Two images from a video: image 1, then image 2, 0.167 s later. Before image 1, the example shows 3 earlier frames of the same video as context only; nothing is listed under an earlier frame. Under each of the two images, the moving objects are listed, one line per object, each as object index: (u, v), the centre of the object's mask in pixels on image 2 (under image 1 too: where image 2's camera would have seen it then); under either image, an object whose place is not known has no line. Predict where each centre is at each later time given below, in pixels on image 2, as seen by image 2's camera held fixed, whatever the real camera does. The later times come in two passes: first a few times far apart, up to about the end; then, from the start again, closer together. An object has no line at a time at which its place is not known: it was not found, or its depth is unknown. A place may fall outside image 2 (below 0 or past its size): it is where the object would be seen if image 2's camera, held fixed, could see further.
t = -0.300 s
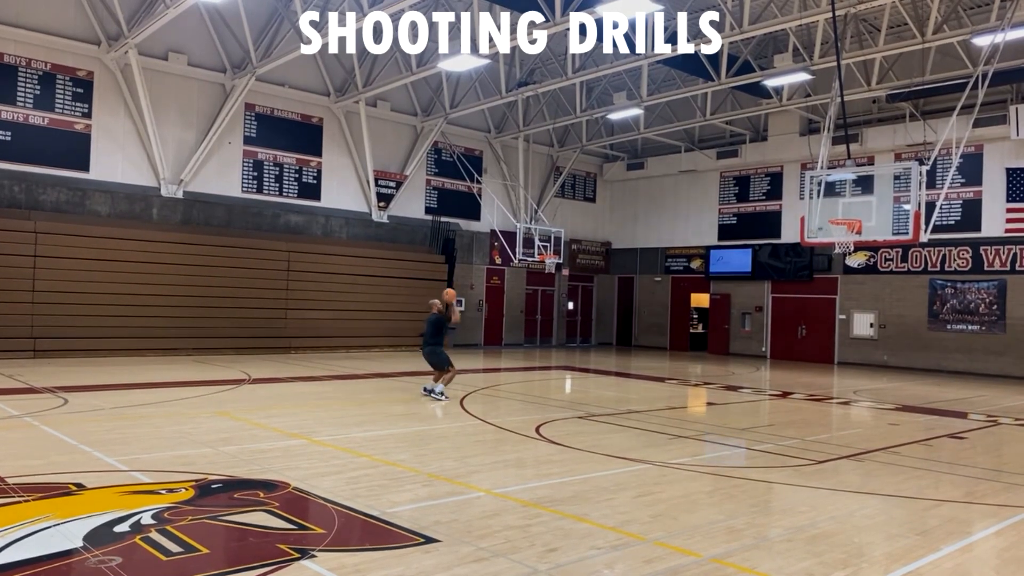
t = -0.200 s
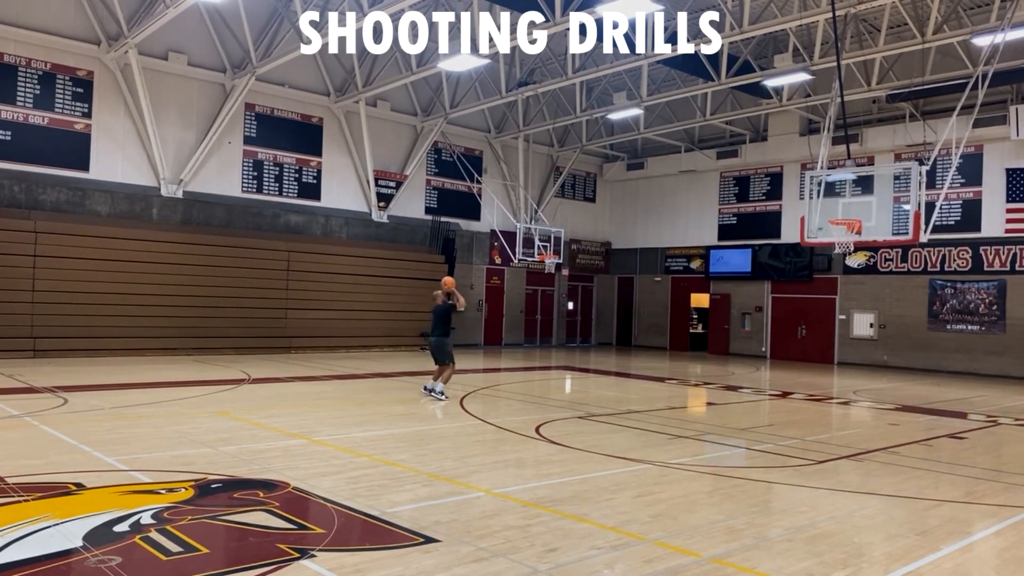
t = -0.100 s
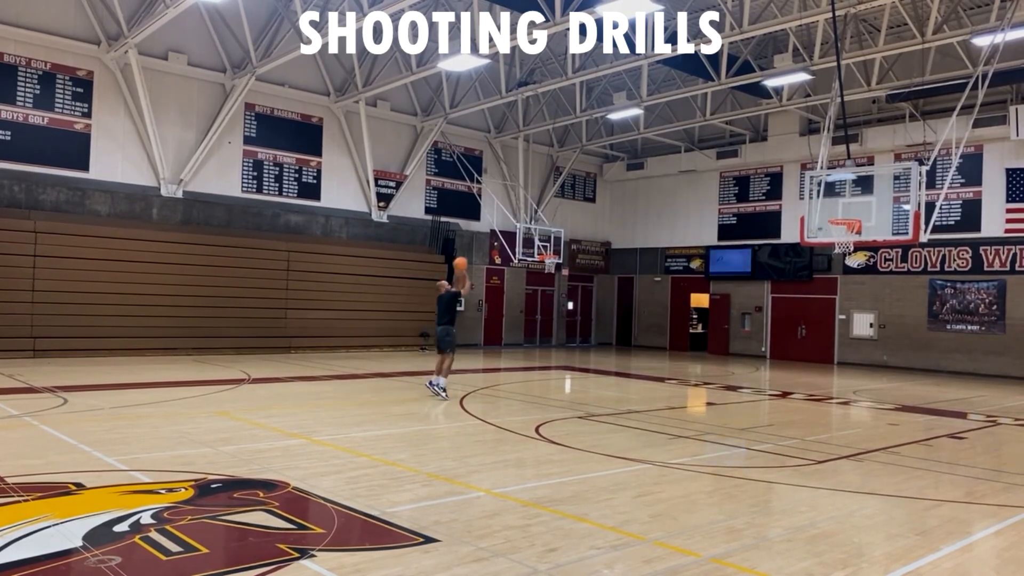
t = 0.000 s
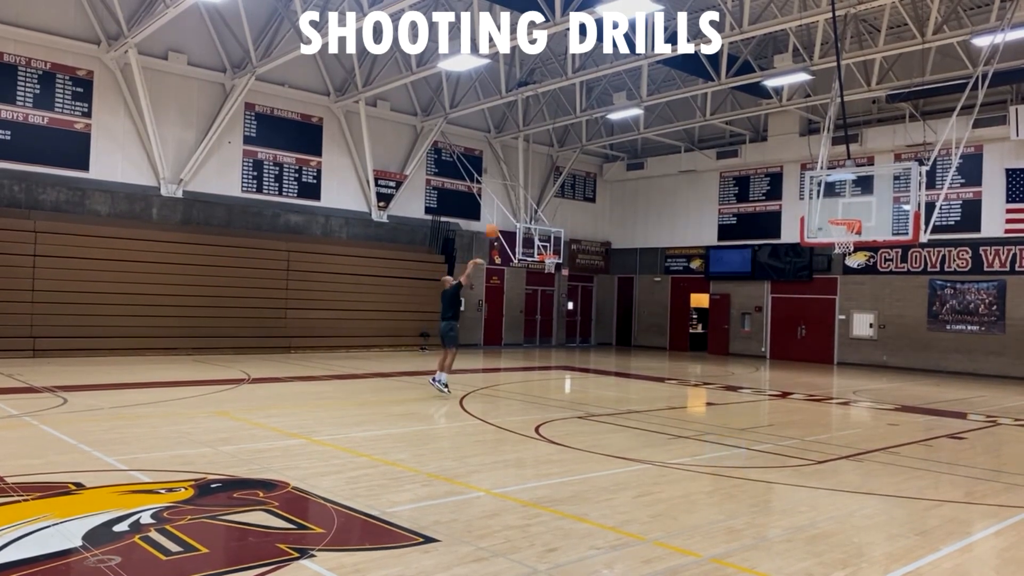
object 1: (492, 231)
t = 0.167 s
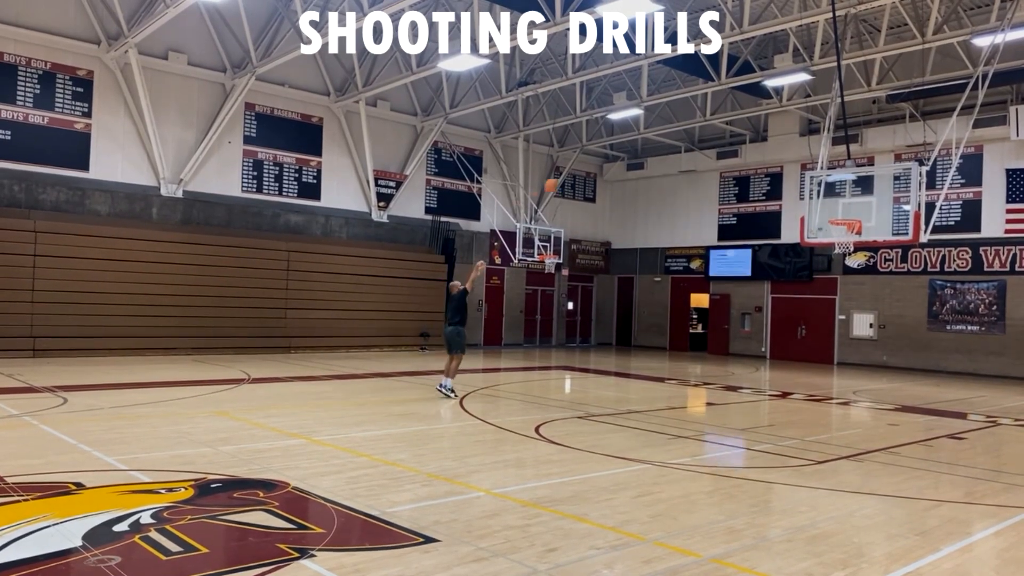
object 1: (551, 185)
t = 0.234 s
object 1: (574, 172)
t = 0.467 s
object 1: (658, 147)
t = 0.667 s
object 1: (726, 151)
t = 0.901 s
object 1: (805, 187)
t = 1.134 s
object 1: (860, 244)
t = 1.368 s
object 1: (867, 305)
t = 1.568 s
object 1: (874, 380)
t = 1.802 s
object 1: (863, 354)
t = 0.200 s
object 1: (563, 179)
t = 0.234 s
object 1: (574, 172)
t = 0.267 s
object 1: (587, 167)
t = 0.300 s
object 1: (599, 162)
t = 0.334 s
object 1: (611, 158)
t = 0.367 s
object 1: (623, 154)
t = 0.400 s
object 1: (634, 151)
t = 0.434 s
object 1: (646, 148)
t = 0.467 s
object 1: (658, 147)
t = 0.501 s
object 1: (670, 146)
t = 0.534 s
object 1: (682, 146)
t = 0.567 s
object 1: (692, 145)
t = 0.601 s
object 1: (703, 146)
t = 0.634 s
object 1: (716, 148)
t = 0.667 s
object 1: (726, 151)
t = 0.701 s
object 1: (737, 153)
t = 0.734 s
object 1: (749, 158)
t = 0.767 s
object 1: (762, 162)
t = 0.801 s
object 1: (772, 168)
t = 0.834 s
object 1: (783, 174)
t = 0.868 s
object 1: (794, 180)
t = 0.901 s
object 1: (805, 187)
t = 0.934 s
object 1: (816, 194)
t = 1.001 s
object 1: (839, 212)
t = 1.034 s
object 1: (848, 223)
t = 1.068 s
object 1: (856, 230)
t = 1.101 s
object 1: (861, 242)
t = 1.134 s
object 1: (860, 244)
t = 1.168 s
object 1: (861, 250)
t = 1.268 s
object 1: (864, 275)
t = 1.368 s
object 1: (867, 305)
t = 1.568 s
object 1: (874, 380)
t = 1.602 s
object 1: (876, 395)
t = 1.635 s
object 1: (877, 409)
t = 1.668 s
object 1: (874, 397)
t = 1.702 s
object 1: (872, 385)
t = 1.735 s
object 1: (867, 373)
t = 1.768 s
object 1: (865, 363)
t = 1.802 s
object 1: (863, 354)
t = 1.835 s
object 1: (860, 345)
